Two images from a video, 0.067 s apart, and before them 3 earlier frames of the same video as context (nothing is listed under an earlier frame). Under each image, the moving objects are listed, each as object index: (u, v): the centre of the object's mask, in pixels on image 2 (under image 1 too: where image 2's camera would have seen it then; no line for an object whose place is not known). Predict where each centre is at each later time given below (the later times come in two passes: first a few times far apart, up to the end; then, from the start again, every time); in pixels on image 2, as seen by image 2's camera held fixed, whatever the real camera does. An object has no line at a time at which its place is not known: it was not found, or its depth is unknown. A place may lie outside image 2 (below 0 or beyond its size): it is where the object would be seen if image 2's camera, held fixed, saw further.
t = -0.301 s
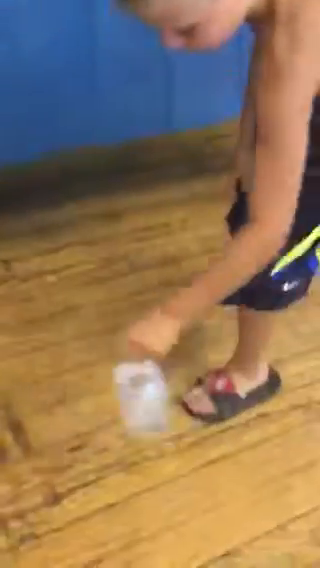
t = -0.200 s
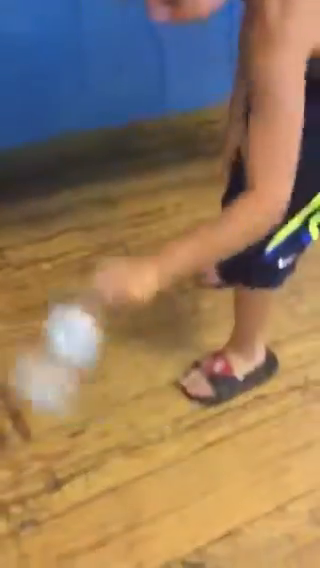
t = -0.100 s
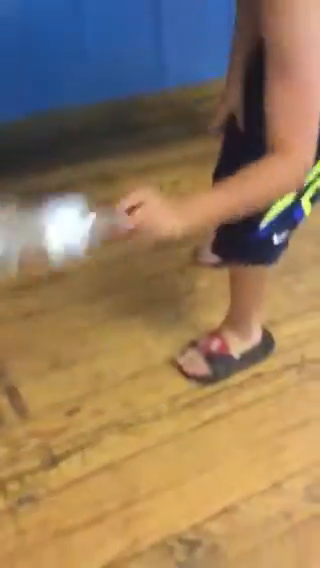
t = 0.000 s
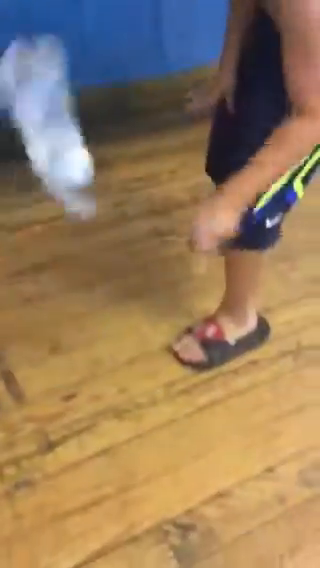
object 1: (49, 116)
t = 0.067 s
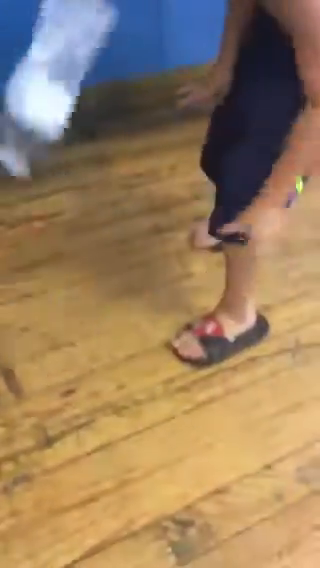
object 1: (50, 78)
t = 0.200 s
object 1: (95, 40)
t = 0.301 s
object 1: (137, 112)
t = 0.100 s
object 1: (56, 58)
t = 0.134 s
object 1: (65, 44)
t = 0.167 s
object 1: (79, 38)
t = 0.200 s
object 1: (95, 40)
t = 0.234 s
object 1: (111, 57)
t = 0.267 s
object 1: (125, 82)
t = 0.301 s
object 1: (137, 112)
